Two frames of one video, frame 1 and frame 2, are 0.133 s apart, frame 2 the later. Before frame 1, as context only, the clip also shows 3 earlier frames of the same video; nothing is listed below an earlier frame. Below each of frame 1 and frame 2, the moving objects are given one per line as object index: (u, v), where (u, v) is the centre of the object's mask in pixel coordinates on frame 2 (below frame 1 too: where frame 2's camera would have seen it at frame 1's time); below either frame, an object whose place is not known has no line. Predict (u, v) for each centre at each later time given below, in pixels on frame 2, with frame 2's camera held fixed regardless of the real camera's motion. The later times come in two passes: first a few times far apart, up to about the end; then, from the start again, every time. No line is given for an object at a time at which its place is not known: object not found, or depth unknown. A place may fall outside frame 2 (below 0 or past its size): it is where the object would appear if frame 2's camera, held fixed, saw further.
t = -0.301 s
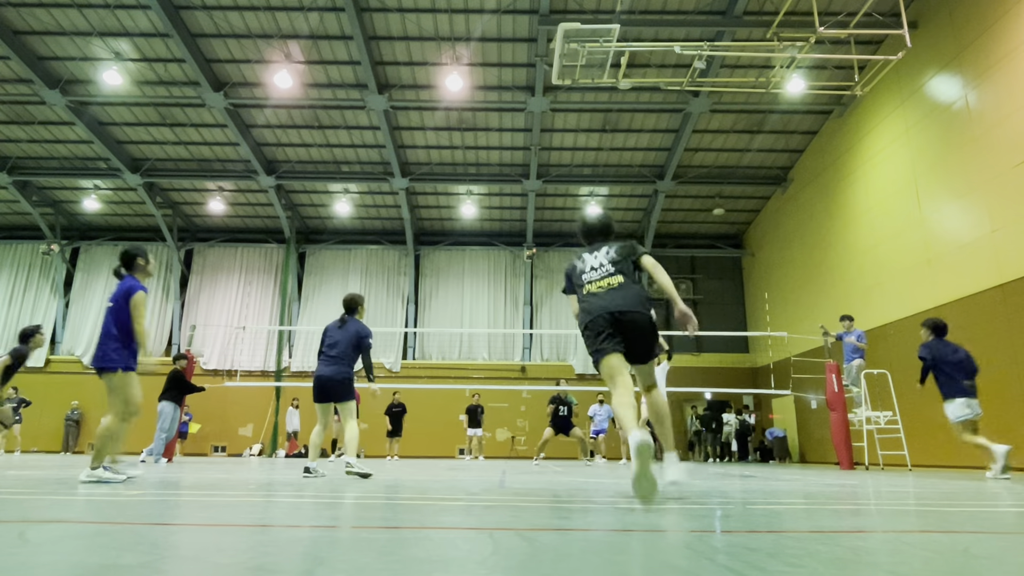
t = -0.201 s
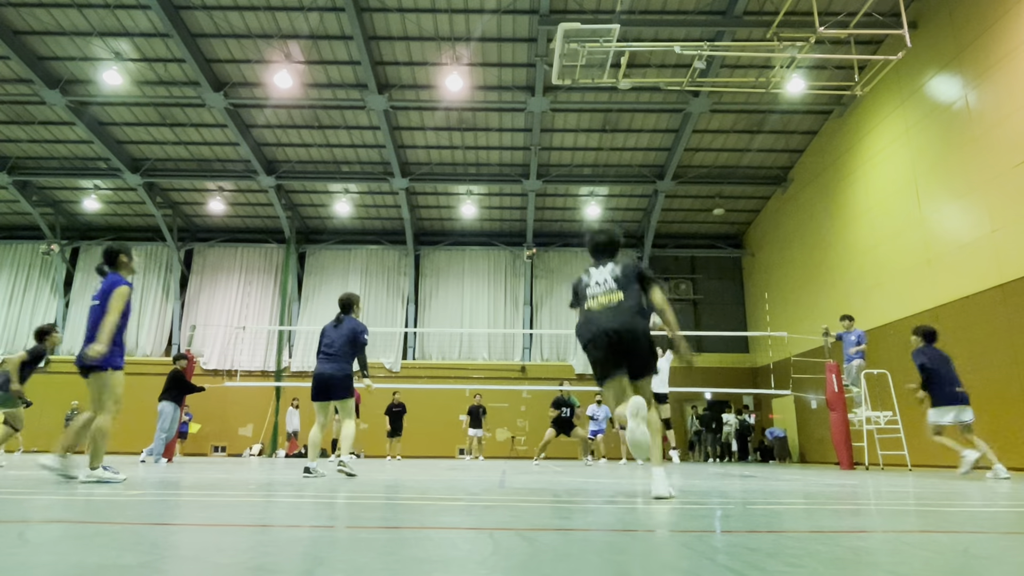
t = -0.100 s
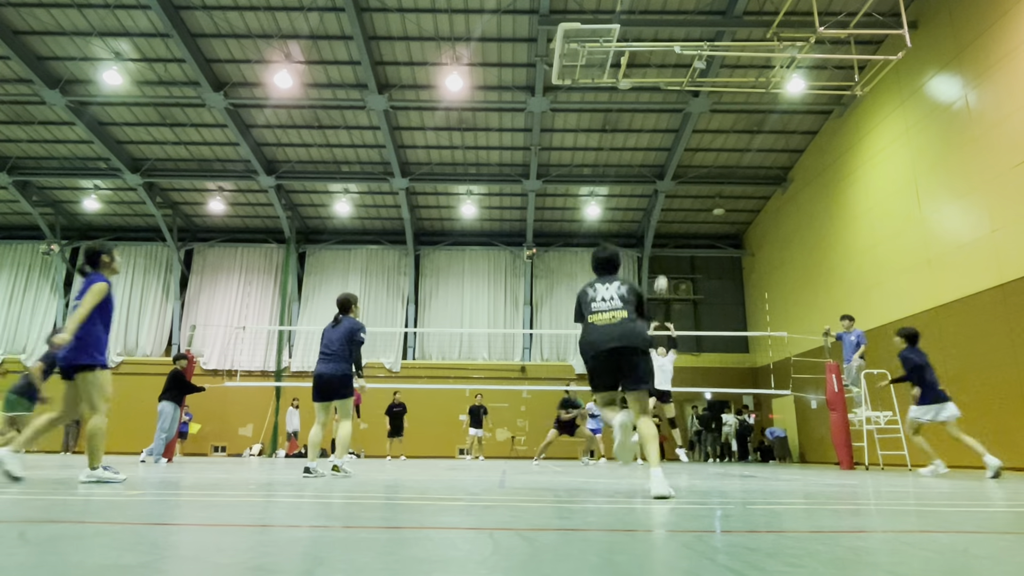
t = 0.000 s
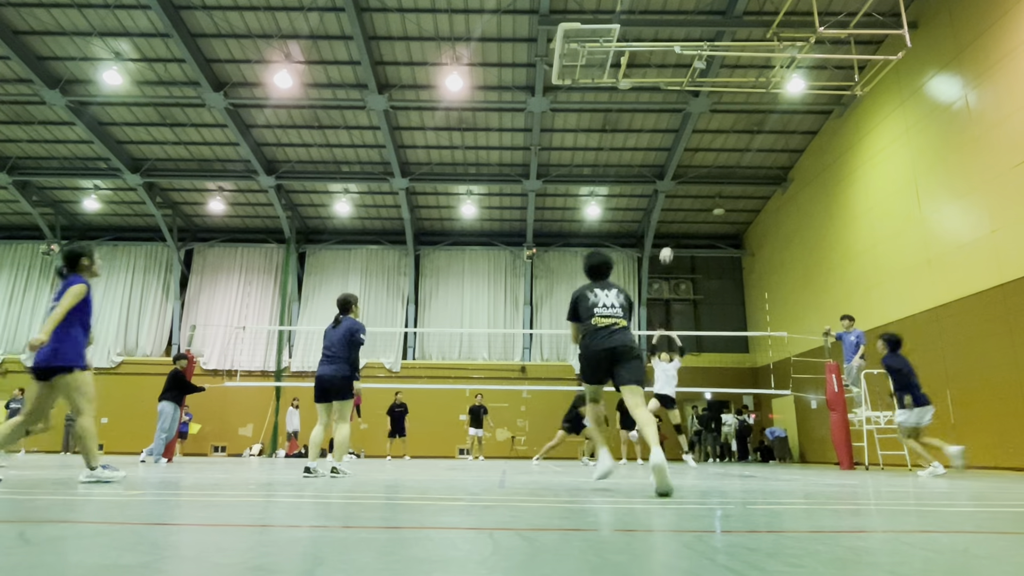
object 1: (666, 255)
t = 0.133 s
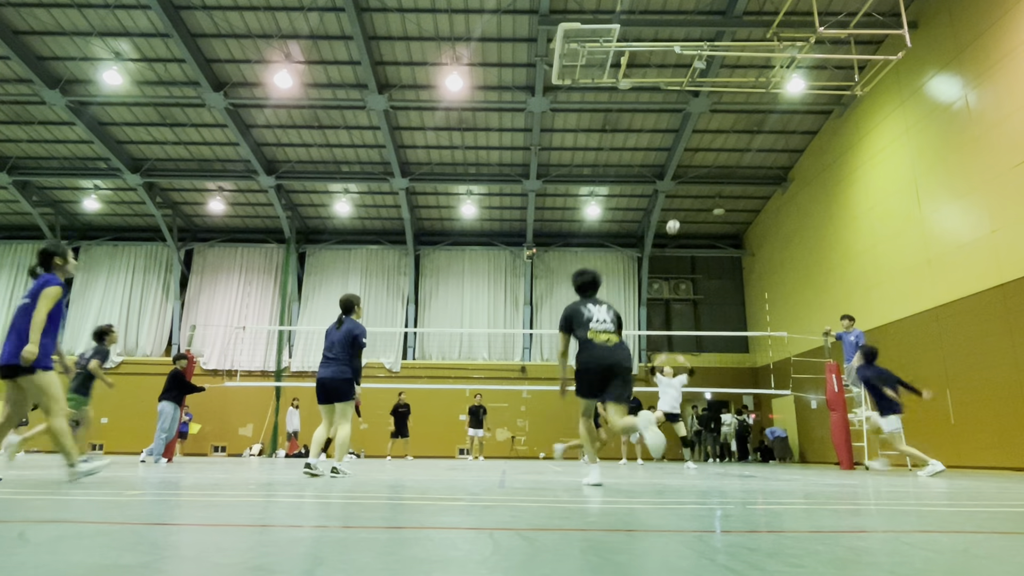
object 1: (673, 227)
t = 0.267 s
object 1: (680, 209)
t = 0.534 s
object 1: (696, 202)
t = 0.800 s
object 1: (713, 233)
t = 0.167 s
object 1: (674, 221)
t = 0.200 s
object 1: (676, 216)
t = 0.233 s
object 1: (678, 212)
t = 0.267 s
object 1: (680, 209)
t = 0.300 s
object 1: (682, 206)
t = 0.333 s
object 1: (684, 203)
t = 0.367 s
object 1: (686, 201)
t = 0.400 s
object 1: (688, 200)
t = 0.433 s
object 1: (690, 200)
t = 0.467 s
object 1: (692, 200)
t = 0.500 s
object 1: (694, 201)
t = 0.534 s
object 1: (696, 202)
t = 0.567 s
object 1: (698, 204)
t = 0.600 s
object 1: (700, 205)
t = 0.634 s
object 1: (702, 208)
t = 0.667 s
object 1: (704, 213)
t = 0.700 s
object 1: (707, 217)
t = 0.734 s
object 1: (709, 221)
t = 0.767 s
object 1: (711, 226)
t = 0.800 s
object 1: (713, 233)
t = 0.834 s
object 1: (716, 239)
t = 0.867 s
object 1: (718, 246)
